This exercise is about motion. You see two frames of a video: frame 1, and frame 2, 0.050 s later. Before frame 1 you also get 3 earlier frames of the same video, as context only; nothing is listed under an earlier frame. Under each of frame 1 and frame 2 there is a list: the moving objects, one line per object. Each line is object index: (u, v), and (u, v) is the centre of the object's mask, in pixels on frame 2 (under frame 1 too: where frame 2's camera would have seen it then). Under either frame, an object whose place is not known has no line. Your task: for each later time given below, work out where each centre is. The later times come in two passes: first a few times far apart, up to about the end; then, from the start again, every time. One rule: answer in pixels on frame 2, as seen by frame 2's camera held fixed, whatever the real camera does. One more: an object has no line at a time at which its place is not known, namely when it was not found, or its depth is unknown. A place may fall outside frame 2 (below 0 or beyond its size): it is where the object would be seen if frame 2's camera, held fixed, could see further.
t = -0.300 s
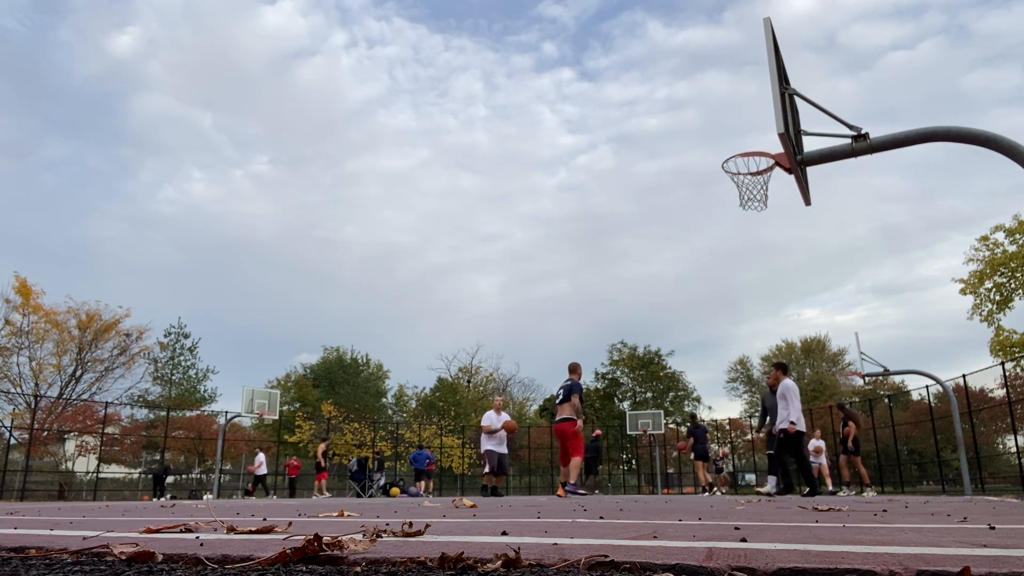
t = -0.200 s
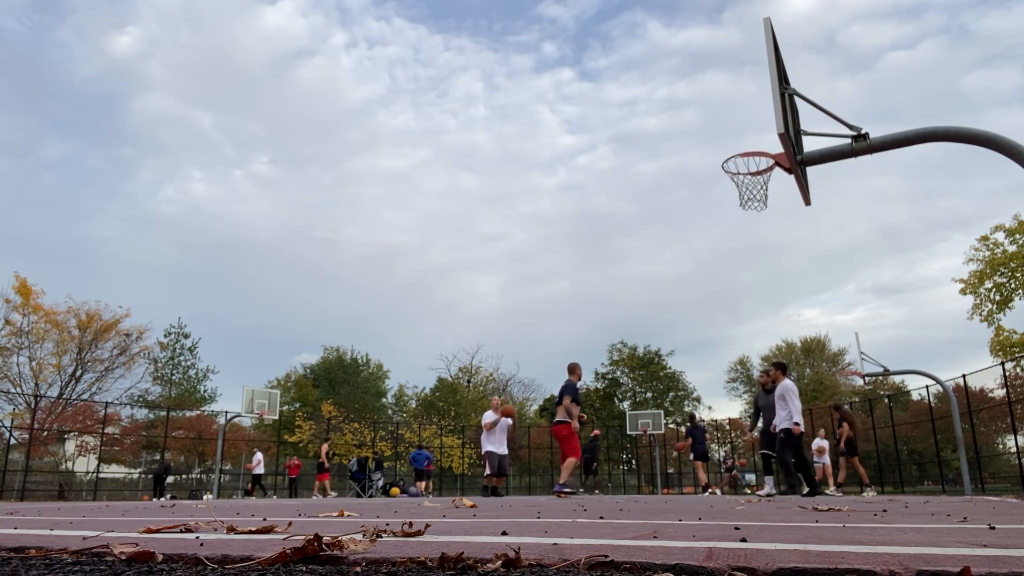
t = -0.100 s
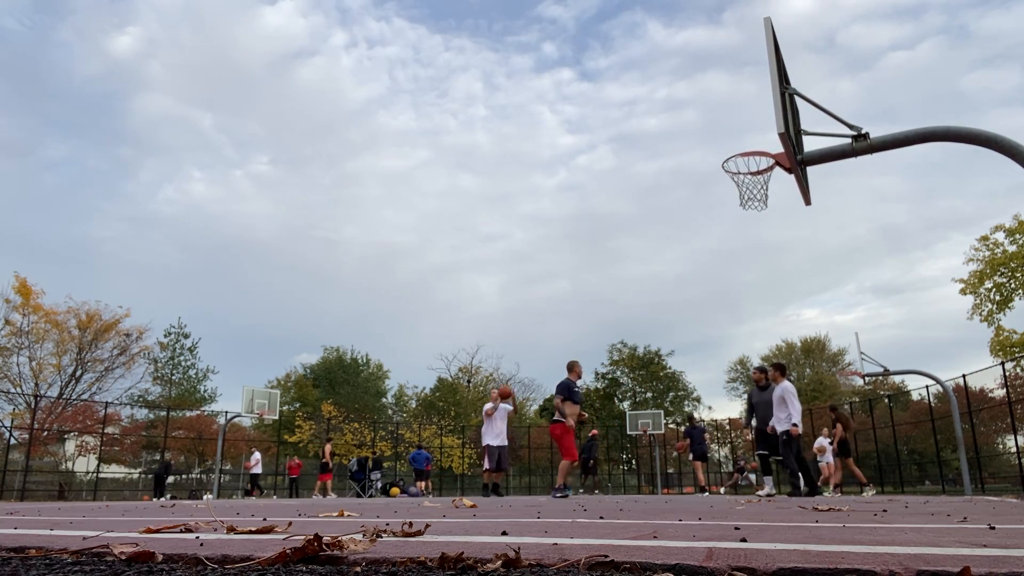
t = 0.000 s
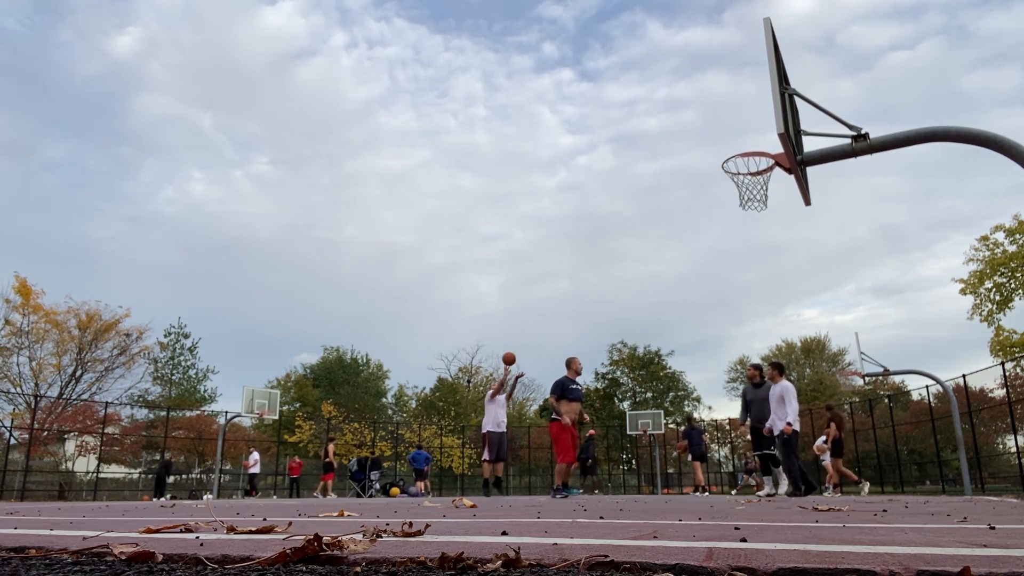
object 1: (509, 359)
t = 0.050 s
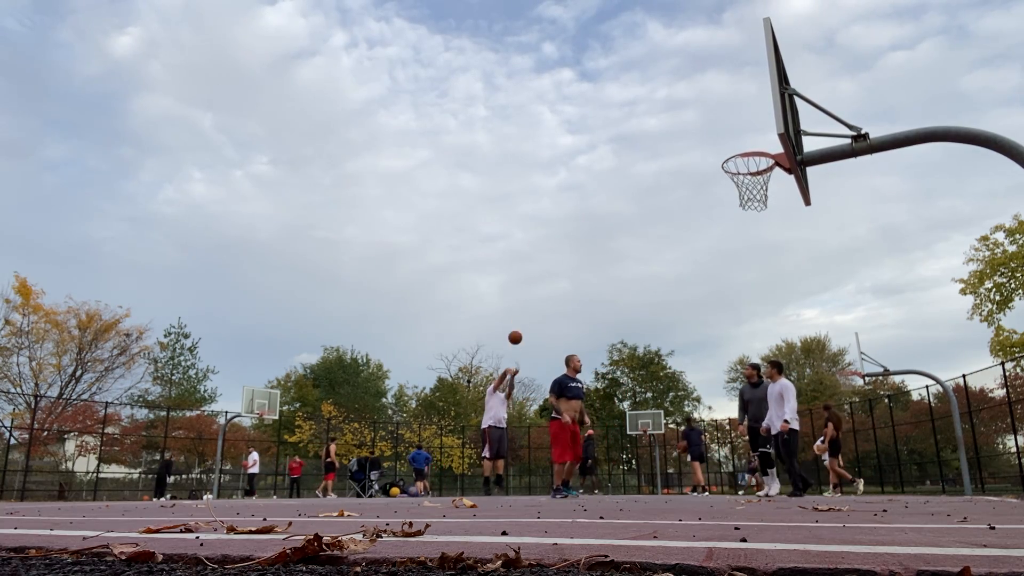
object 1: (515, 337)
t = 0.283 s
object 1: (546, 249)
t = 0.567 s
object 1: (592, 168)
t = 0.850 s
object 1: (652, 122)
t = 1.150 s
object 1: (747, 132)
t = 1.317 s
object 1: (732, 194)
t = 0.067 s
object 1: (517, 330)
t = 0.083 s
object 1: (519, 324)
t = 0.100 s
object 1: (521, 317)
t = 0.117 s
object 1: (524, 310)
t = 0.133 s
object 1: (526, 304)
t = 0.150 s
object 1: (528, 297)
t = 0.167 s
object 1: (530, 291)
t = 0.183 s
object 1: (532, 285)
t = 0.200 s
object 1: (535, 278)
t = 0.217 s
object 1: (537, 272)
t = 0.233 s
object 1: (539, 266)
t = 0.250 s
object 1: (542, 261)
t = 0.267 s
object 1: (544, 255)
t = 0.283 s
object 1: (546, 249)
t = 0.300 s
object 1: (549, 244)
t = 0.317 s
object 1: (552, 238)
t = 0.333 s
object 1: (554, 233)
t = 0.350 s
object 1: (556, 227)
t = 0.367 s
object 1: (559, 222)
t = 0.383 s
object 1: (561, 217)
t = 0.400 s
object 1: (564, 212)
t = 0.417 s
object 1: (567, 207)
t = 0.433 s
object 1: (569, 202)
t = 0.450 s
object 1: (572, 198)
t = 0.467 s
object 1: (575, 193)
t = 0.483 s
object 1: (578, 189)
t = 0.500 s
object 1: (580, 184)
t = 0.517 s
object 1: (583, 180)
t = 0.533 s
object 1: (586, 176)
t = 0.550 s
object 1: (589, 172)
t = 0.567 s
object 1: (592, 168)
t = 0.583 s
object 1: (595, 164)
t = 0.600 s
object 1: (598, 161)
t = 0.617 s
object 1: (601, 157)
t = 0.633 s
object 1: (605, 154)
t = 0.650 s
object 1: (608, 150)
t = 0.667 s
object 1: (611, 147)
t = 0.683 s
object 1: (614, 144)
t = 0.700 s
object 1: (618, 141)
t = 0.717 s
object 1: (621, 138)
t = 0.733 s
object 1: (625, 136)
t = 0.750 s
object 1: (629, 134)
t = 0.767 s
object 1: (632, 131)
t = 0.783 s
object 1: (636, 129)
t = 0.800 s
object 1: (640, 127)
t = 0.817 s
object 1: (644, 125)
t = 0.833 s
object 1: (648, 124)
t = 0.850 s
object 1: (652, 122)
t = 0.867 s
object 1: (656, 121)
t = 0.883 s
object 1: (661, 120)
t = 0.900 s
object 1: (665, 118)
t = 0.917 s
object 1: (669, 118)
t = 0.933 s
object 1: (674, 117)
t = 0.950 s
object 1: (679, 117)
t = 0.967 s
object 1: (684, 117)
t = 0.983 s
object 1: (689, 117)
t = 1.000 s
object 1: (694, 117)
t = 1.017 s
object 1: (699, 118)
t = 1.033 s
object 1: (704, 119)
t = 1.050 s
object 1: (710, 120)
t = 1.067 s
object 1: (716, 121)
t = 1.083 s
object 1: (722, 123)
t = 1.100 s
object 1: (728, 124)
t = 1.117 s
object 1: (734, 127)
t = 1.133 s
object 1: (741, 129)
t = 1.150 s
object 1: (747, 132)
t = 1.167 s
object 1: (754, 135)
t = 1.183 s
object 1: (762, 139)
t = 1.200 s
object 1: (768, 143)
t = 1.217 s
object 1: (768, 148)
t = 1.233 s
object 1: (763, 155)
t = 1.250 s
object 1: (756, 162)
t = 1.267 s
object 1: (750, 169)
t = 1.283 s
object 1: (744, 177)
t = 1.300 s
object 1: (738, 185)
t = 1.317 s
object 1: (732, 194)
